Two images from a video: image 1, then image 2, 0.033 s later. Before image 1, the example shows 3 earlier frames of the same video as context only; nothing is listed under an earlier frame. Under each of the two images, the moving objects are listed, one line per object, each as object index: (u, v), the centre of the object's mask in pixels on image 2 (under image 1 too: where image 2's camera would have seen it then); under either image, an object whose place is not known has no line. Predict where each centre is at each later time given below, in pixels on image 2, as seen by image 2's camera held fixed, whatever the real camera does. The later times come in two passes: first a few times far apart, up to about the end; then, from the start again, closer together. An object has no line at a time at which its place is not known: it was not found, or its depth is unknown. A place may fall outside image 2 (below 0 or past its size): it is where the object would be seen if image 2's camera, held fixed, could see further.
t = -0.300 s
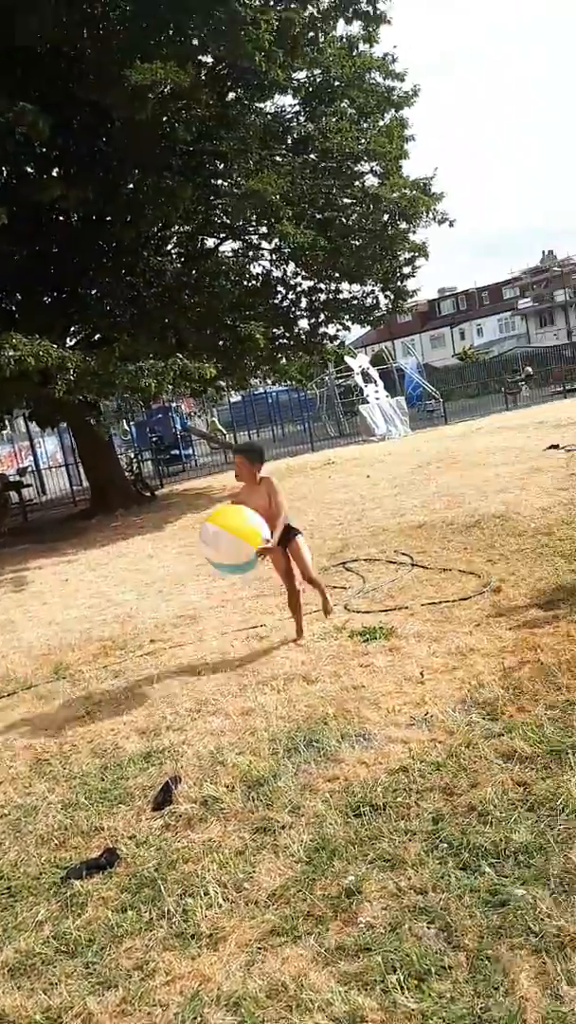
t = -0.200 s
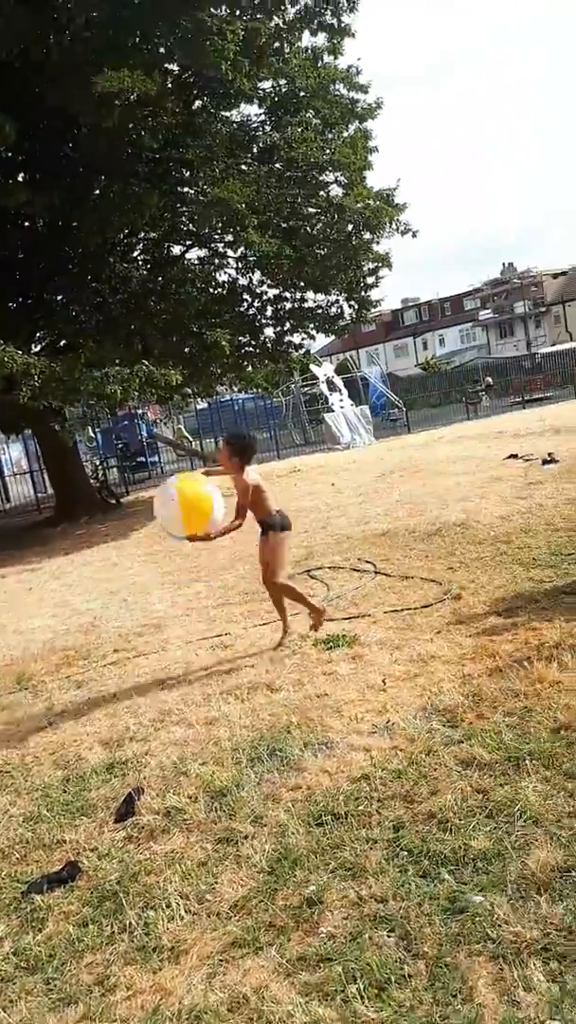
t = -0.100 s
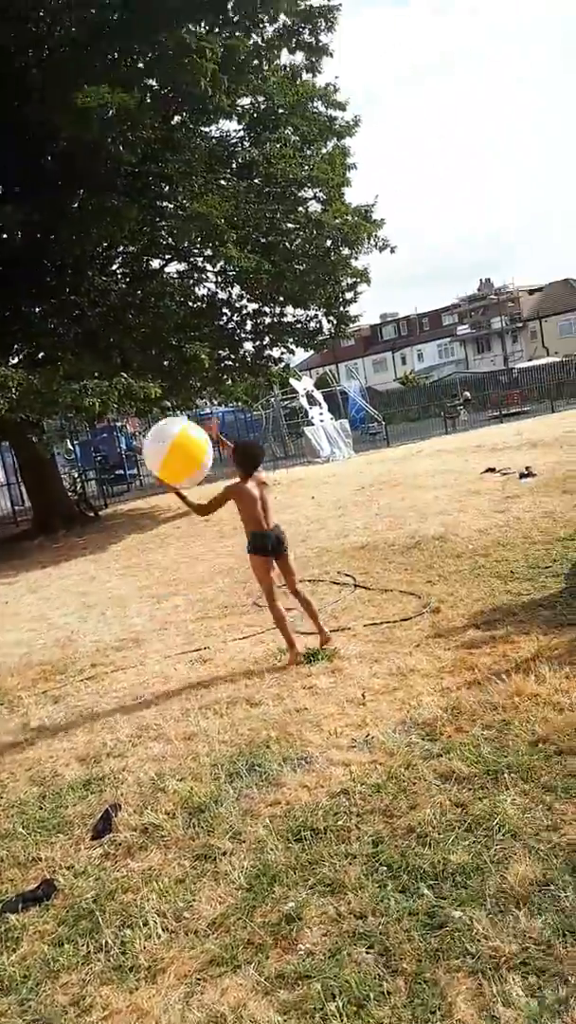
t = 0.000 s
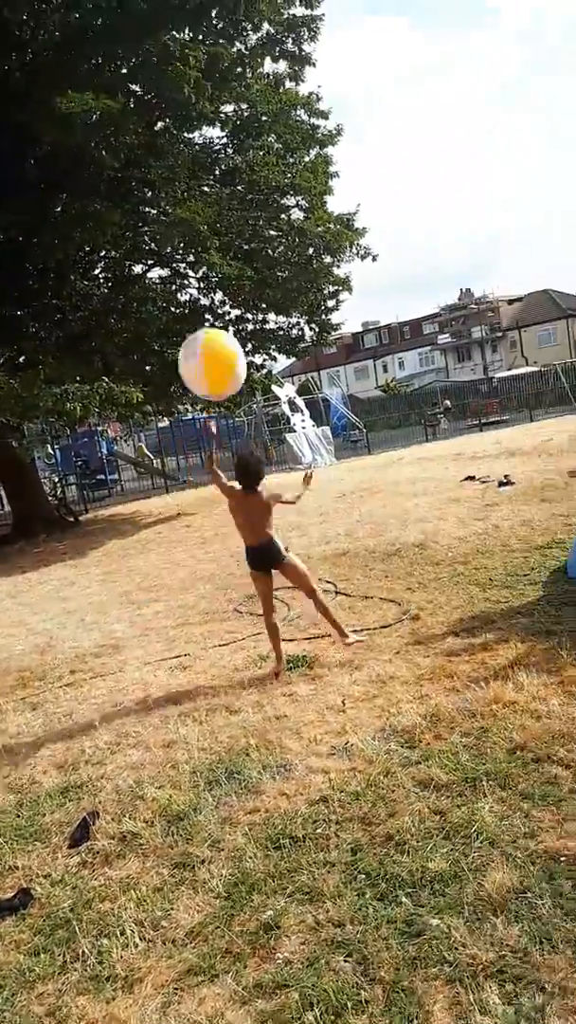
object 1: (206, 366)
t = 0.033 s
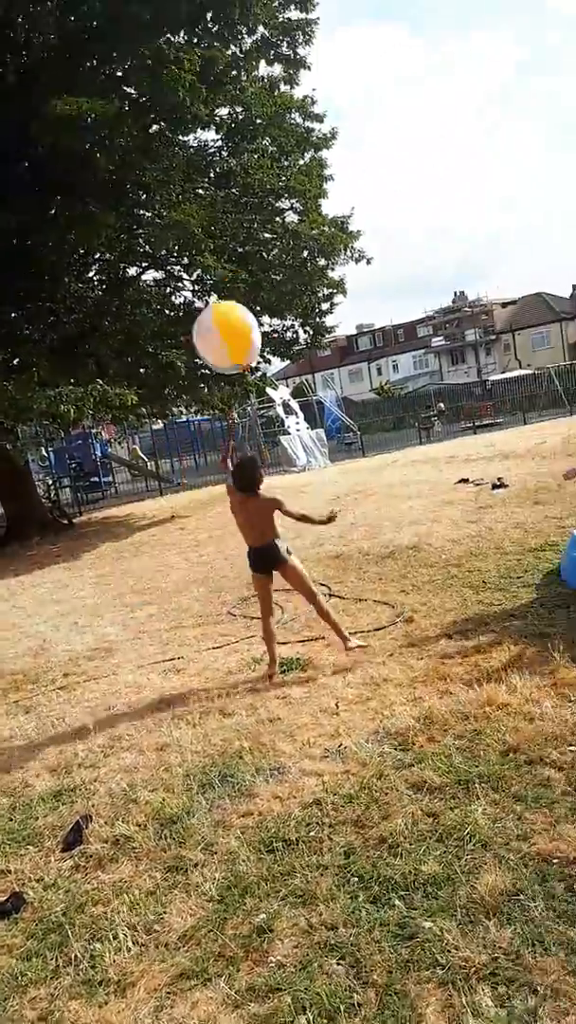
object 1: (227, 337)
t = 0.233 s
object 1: (333, 225)
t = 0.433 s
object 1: (414, 200)
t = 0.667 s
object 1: (476, 243)
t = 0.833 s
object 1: (500, 306)
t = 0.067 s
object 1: (247, 309)
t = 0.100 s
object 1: (266, 285)
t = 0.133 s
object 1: (285, 266)
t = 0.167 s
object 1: (301, 250)
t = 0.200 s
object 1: (318, 237)
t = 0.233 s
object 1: (333, 225)
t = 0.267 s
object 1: (349, 216)
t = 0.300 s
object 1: (363, 210)
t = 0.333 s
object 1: (376, 206)
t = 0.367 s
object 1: (389, 202)
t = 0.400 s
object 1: (403, 200)
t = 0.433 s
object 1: (414, 200)
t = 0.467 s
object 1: (425, 202)
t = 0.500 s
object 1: (436, 205)
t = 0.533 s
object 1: (447, 210)
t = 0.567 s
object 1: (454, 217)
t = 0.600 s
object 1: (461, 224)
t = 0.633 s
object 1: (469, 233)
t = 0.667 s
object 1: (476, 243)
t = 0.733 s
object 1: (486, 266)
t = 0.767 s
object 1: (490, 277)
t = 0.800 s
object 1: (495, 291)
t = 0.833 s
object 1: (500, 306)
